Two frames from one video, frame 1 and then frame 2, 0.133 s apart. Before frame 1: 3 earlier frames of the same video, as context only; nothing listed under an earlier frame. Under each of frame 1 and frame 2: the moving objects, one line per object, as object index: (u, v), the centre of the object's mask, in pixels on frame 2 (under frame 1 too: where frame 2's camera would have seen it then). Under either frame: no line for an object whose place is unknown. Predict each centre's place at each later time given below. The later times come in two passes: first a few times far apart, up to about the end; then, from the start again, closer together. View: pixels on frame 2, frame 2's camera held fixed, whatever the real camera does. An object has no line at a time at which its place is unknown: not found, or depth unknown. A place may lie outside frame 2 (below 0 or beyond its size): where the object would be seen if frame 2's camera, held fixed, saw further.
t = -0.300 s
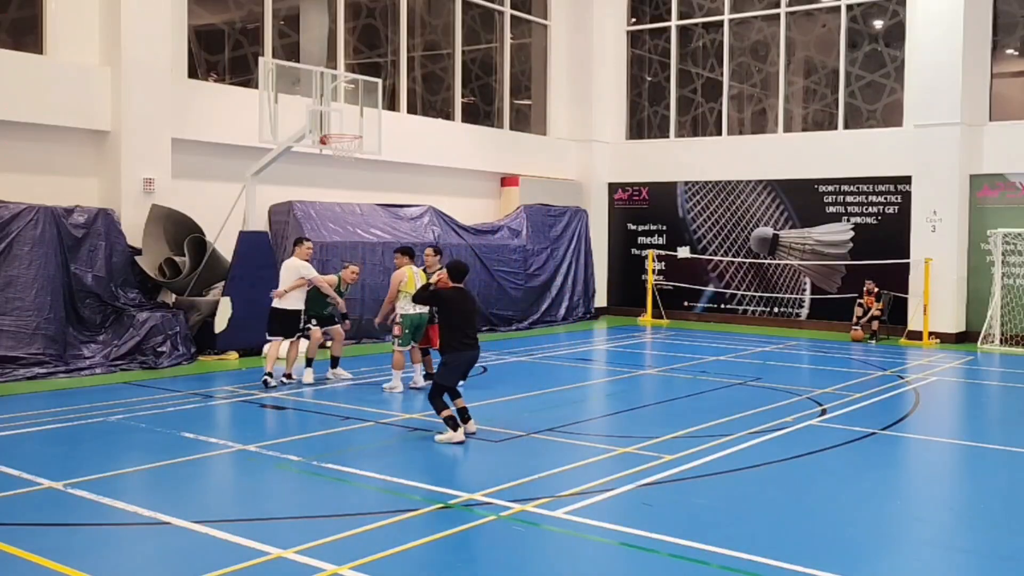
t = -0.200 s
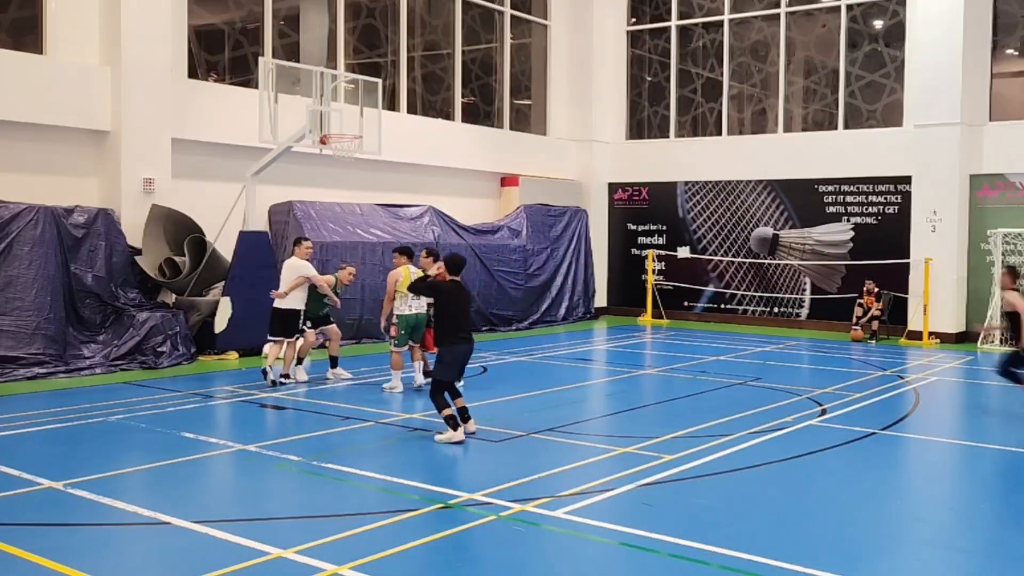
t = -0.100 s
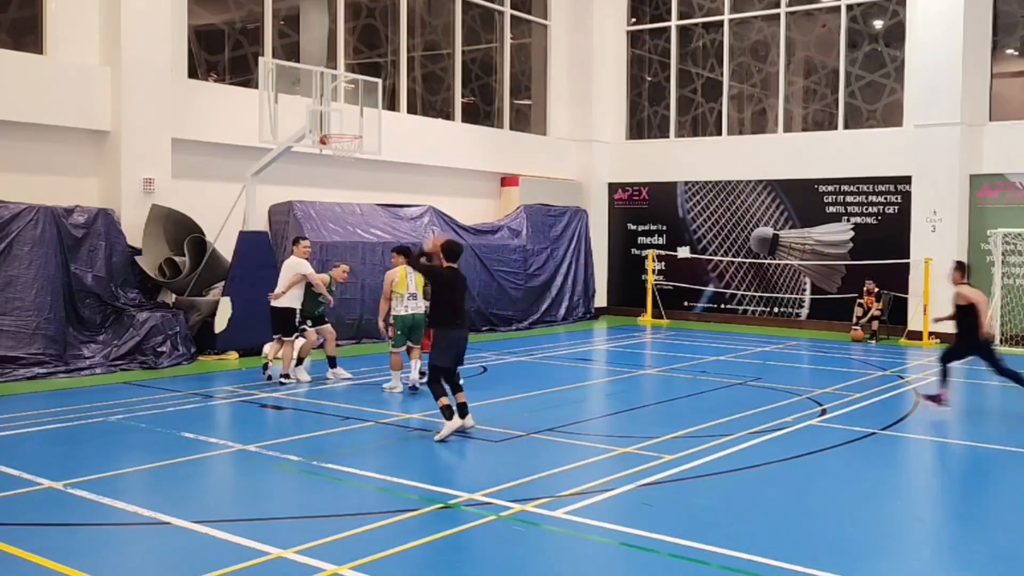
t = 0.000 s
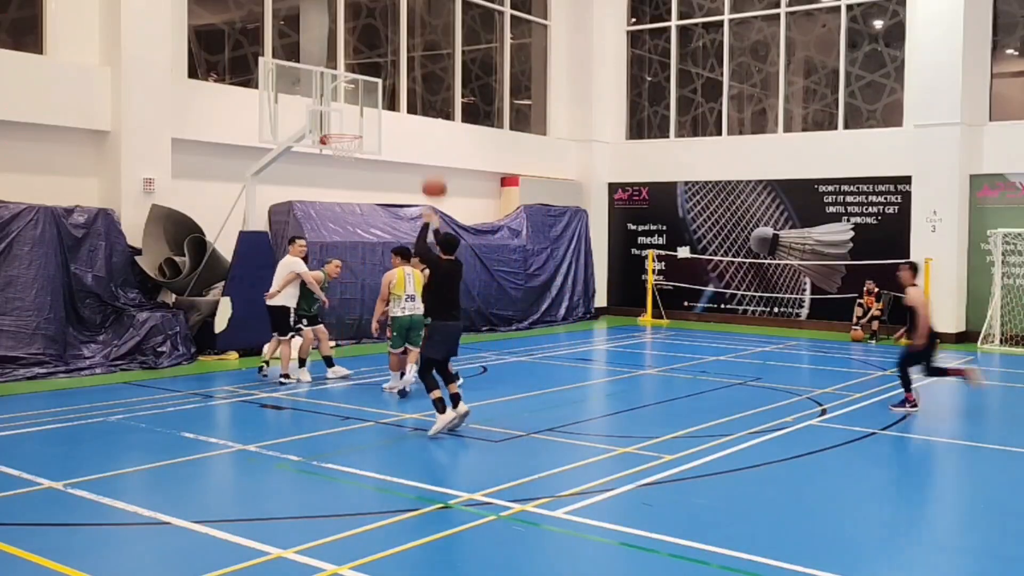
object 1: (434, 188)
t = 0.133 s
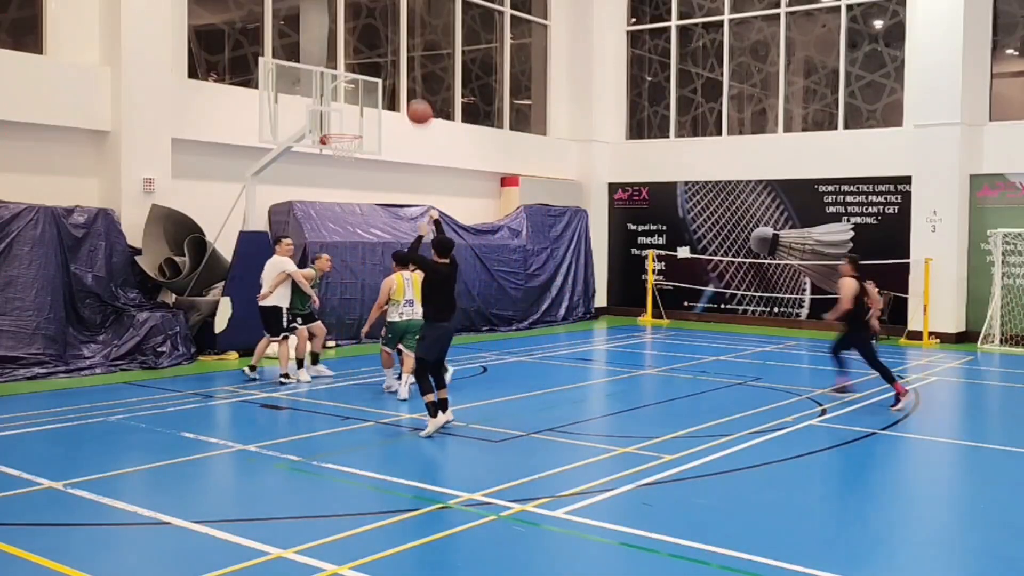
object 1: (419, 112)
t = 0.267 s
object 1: (407, 64)
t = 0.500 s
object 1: (384, 24)
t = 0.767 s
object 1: (362, 39)
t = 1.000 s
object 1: (346, 94)
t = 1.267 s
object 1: (333, 112)
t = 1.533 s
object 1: (328, 122)
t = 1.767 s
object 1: (346, 147)
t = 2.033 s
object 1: (346, 160)
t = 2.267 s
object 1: (340, 201)
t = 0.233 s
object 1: (410, 74)
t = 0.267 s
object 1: (407, 64)
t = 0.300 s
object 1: (403, 54)
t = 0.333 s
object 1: (399, 46)
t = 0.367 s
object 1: (396, 39)
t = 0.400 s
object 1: (393, 34)
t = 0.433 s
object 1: (389, 29)
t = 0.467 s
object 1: (387, 26)
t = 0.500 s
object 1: (384, 24)
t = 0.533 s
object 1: (381, 22)
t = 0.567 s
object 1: (379, 22)
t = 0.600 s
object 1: (375, 23)
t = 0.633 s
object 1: (373, 24)
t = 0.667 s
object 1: (370, 26)
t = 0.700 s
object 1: (367, 30)
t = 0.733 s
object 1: (364, 34)
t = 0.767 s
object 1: (362, 39)
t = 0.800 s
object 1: (359, 45)
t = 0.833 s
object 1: (357, 51)
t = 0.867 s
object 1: (355, 58)
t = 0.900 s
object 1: (353, 65)
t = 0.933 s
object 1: (350, 75)
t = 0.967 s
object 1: (348, 85)
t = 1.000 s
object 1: (346, 94)
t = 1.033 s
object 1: (342, 106)
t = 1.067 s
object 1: (340, 117)
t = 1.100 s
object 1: (338, 126)
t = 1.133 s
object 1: (338, 124)
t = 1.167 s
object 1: (337, 119)
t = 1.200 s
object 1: (335, 116)
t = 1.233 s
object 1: (334, 113)
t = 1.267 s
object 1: (333, 112)
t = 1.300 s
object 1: (331, 111)
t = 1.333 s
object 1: (330, 111)
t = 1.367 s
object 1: (329, 112)
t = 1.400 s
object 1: (328, 113)
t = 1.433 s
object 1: (326, 115)
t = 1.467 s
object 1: (325, 118)
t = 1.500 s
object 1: (326, 120)
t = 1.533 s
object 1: (328, 122)
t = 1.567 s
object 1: (330, 125)
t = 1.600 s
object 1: (331, 128)
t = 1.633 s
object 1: (334, 131)
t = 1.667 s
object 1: (337, 134)
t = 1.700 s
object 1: (340, 137)
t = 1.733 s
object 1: (343, 142)
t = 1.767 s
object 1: (346, 147)
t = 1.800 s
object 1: (349, 152)
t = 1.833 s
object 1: (350, 154)
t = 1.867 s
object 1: (349, 153)
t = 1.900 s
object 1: (349, 153)
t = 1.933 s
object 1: (348, 153)
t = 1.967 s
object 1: (347, 154)
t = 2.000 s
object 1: (347, 156)
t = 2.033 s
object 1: (346, 160)
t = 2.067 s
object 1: (345, 164)
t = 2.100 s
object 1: (344, 167)
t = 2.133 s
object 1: (343, 173)
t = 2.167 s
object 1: (342, 179)
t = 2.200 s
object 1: (342, 185)
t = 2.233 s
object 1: (341, 193)
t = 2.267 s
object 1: (340, 201)
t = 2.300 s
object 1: (339, 211)
